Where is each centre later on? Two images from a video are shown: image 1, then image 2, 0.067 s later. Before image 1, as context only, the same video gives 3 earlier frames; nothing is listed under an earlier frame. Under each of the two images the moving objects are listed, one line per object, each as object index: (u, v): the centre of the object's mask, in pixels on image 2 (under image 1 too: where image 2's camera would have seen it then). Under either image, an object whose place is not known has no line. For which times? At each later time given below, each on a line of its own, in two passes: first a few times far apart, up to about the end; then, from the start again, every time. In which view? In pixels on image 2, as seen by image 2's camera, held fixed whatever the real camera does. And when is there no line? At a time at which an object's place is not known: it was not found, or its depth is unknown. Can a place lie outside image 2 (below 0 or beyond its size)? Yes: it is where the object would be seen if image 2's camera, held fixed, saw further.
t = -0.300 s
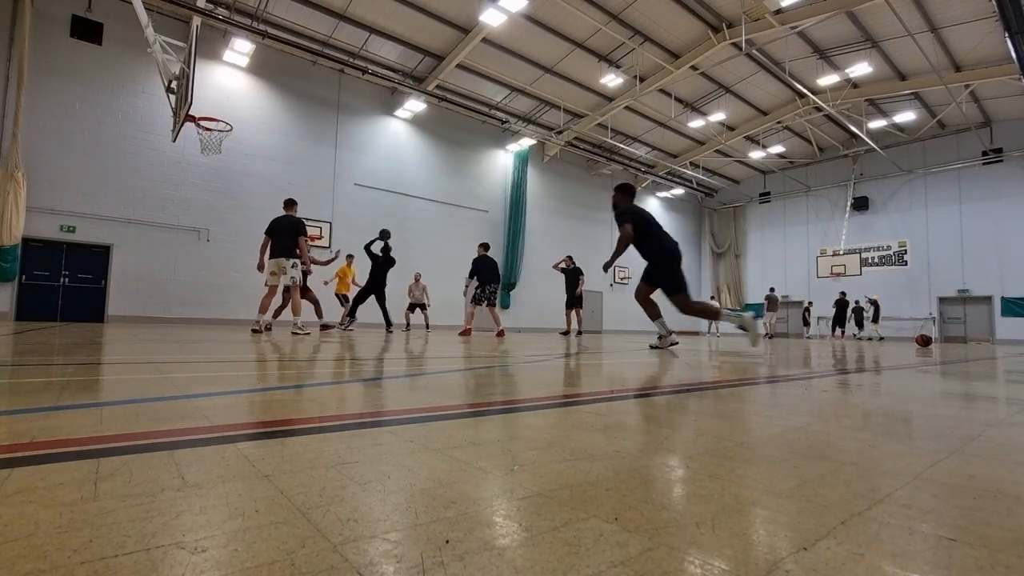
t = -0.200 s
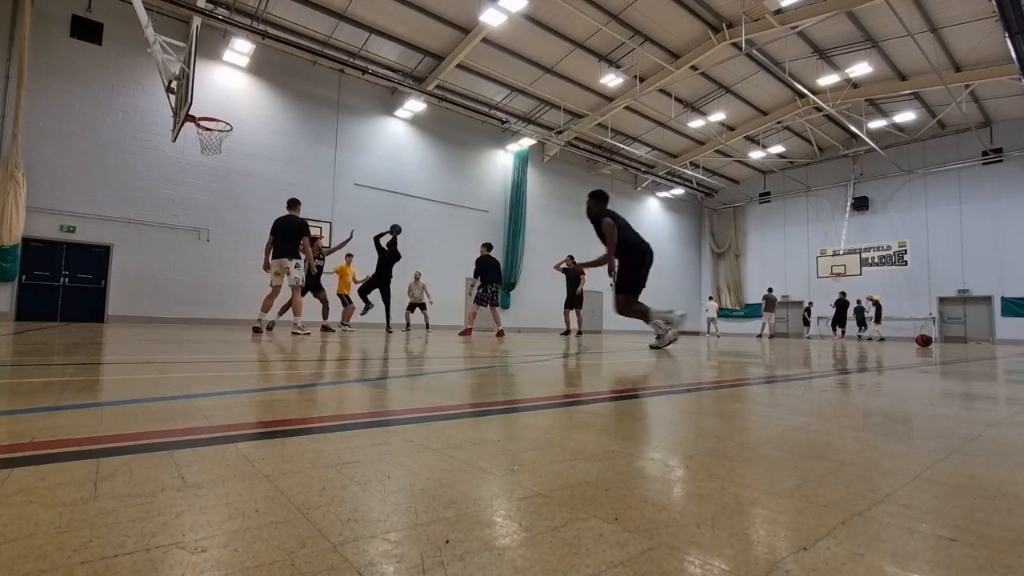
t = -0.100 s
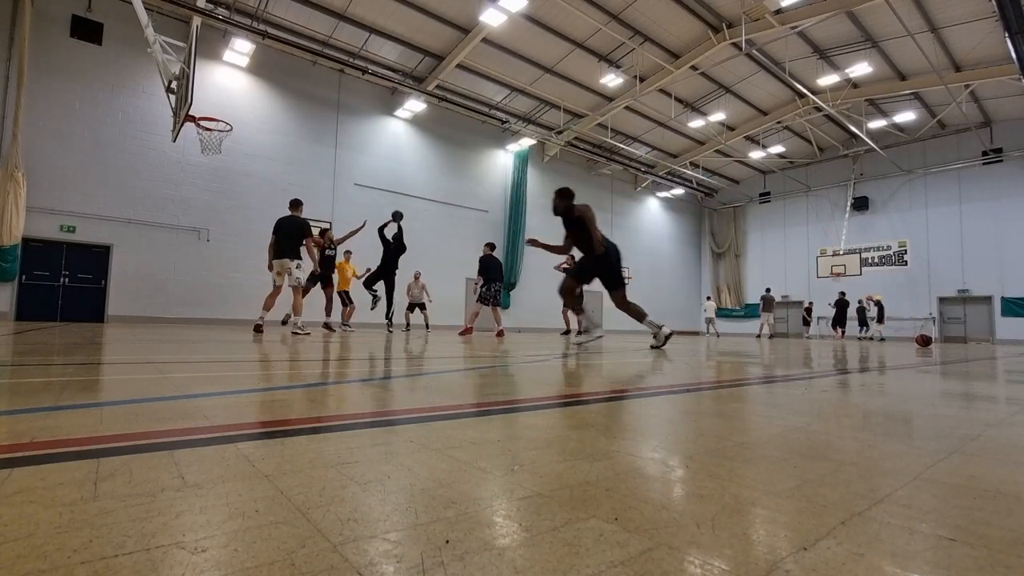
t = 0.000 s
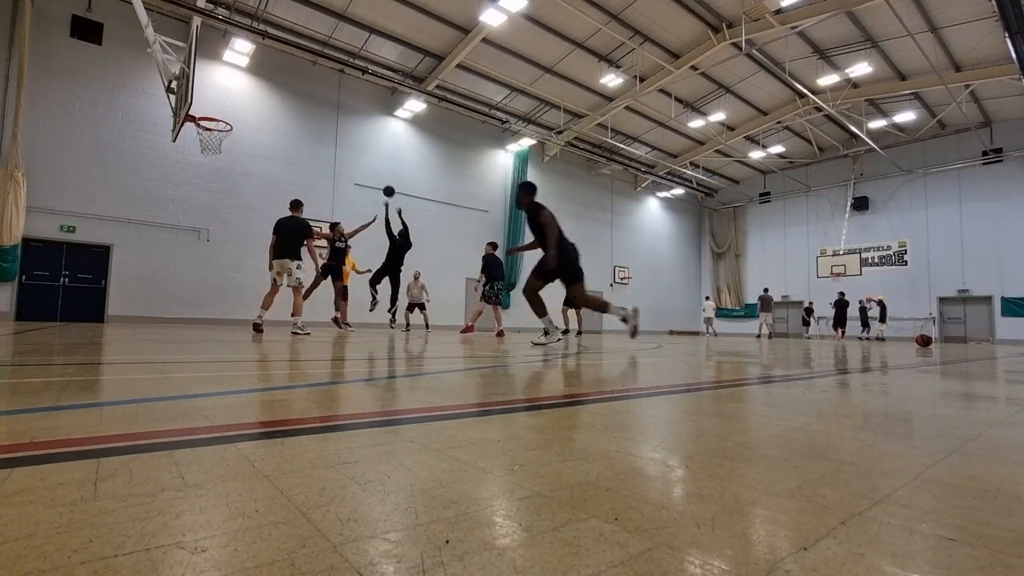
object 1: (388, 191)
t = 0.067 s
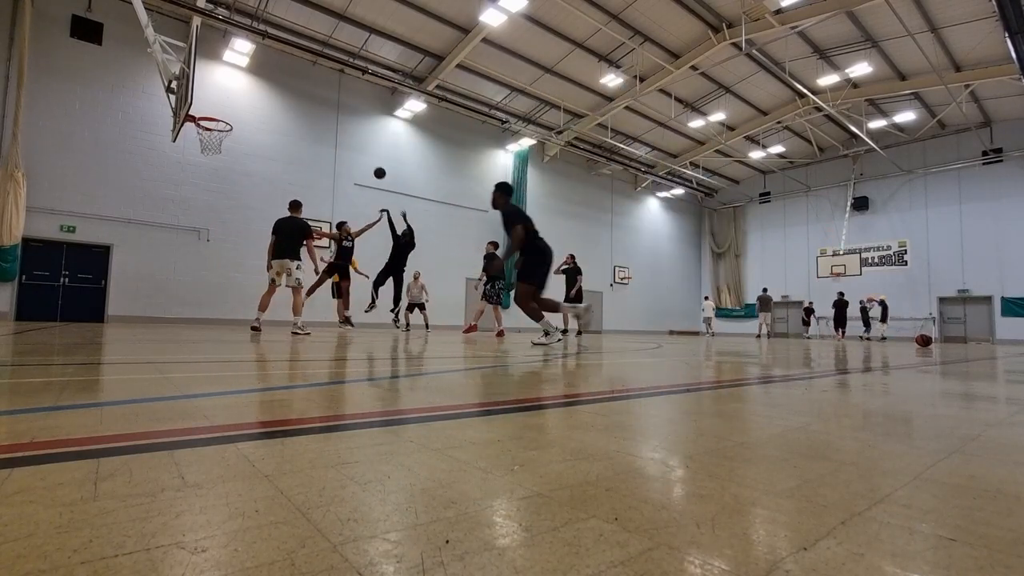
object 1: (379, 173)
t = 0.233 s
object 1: (355, 135)
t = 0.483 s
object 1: (312, 99)
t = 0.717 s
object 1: (265, 93)
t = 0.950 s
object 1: (207, 122)
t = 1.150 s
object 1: (215, 155)
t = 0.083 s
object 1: (377, 169)
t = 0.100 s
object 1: (375, 164)
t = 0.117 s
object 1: (372, 160)
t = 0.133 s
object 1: (370, 156)
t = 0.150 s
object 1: (367, 152)
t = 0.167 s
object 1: (365, 149)
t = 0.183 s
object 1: (363, 145)
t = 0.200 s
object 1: (360, 141)
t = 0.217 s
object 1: (358, 138)
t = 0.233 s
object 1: (355, 135)
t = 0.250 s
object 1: (352, 131)
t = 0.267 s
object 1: (350, 128)
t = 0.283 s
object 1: (347, 126)
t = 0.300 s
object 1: (344, 123)
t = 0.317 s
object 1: (342, 120)
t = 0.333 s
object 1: (339, 117)
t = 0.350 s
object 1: (336, 115)
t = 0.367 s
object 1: (333, 112)
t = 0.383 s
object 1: (330, 110)
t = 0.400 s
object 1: (327, 108)
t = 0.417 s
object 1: (325, 106)
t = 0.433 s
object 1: (322, 104)
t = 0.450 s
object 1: (319, 102)
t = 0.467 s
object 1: (315, 100)
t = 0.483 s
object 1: (312, 99)
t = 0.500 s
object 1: (309, 97)
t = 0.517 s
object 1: (306, 96)
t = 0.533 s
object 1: (303, 95)
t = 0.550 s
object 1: (300, 94)
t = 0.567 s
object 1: (297, 93)
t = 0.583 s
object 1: (293, 93)
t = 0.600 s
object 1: (290, 92)
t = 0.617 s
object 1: (286, 92)
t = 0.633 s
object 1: (283, 91)
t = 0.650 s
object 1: (279, 91)
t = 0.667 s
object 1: (276, 91)
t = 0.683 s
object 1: (273, 92)
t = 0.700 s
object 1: (269, 92)
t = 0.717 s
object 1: (265, 93)
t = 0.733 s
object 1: (261, 94)
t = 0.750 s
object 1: (257, 95)
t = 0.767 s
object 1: (254, 96)
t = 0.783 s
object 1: (250, 97)
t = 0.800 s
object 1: (246, 99)
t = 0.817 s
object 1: (241, 100)
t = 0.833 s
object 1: (237, 102)
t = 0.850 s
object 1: (233, 105)
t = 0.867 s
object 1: (229, 107)
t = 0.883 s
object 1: (225, 109)
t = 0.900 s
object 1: (220, 112)
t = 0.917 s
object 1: (216, 113)
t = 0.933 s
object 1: (212, 118)
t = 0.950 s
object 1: (207, 122)
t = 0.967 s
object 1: (208, 126)
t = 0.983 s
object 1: (208, 130)
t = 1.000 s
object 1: (208, 135)
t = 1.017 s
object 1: (208, 140)
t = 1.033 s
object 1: (209, 144)
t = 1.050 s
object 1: (209, 146)
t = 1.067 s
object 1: (210, 147)
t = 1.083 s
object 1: (212, 148)
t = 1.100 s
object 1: (212, 150)
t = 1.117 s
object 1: (213, 151)
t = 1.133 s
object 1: (214, 153)
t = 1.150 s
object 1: (215, 155)
